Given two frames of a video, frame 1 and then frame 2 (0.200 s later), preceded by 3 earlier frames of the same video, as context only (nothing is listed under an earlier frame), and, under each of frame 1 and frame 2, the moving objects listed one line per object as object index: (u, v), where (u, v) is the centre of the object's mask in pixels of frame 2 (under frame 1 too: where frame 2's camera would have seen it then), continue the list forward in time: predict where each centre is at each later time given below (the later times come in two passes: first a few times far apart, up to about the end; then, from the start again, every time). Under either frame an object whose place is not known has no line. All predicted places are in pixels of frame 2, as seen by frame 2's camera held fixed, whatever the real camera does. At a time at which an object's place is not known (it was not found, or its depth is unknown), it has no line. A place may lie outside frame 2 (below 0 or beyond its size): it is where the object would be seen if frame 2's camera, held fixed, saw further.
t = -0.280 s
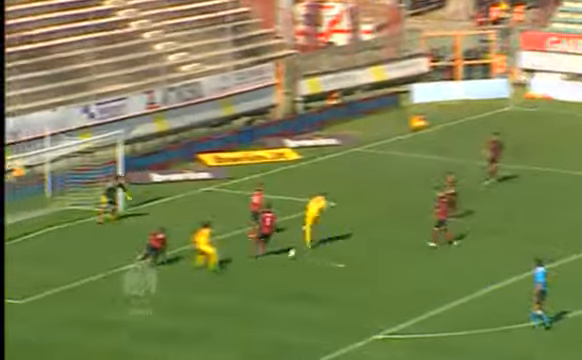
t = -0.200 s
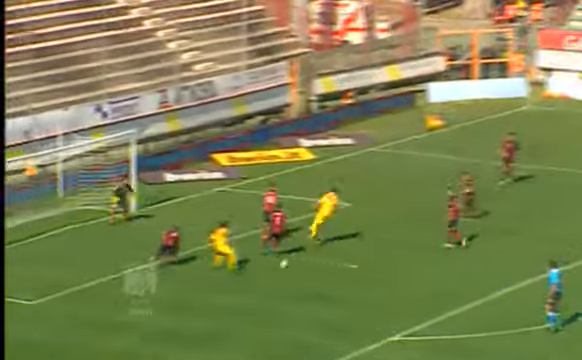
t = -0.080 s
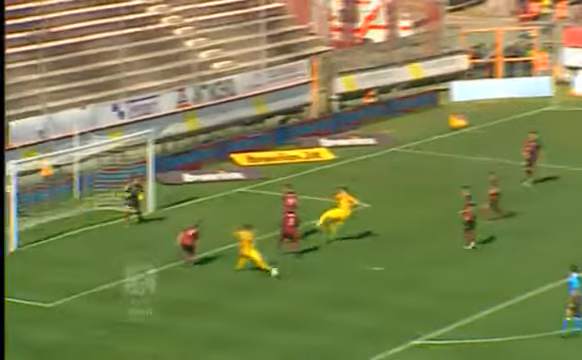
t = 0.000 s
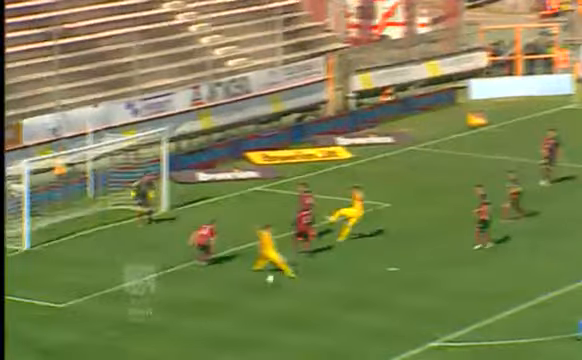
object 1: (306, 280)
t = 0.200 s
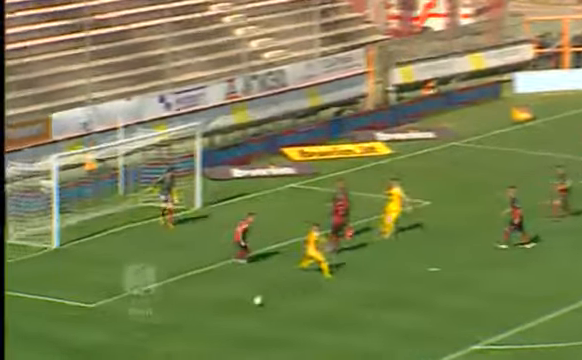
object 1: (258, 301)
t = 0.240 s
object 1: (249, 303)
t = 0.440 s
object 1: (203, 320)
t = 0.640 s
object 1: (161, 336)
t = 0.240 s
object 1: (249, 303)
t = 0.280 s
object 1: (240, 306)
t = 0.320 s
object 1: (231, 311)
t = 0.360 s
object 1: (222, 314)
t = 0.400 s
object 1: (213, 317)
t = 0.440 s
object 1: (203, 320)
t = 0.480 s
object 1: (194, 323)
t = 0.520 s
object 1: (185, 326)
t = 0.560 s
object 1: (177, 329)
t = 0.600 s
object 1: (169, 333)
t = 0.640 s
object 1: (161, 336)
